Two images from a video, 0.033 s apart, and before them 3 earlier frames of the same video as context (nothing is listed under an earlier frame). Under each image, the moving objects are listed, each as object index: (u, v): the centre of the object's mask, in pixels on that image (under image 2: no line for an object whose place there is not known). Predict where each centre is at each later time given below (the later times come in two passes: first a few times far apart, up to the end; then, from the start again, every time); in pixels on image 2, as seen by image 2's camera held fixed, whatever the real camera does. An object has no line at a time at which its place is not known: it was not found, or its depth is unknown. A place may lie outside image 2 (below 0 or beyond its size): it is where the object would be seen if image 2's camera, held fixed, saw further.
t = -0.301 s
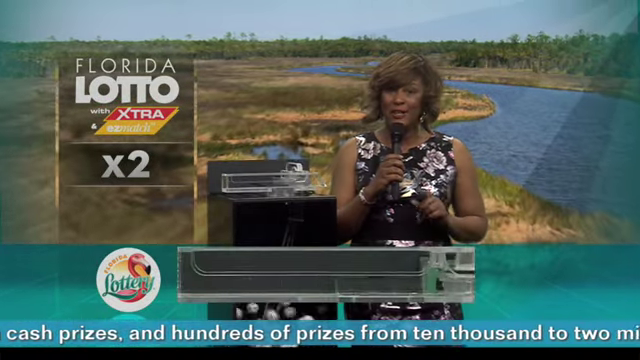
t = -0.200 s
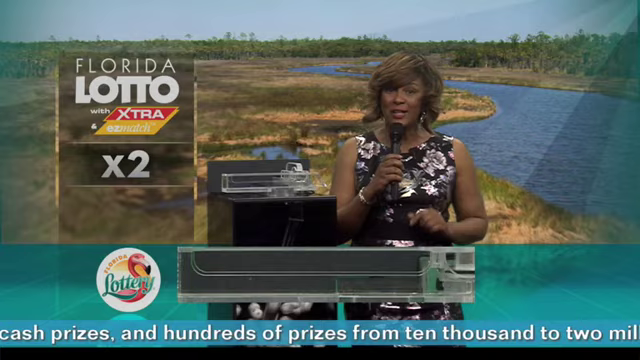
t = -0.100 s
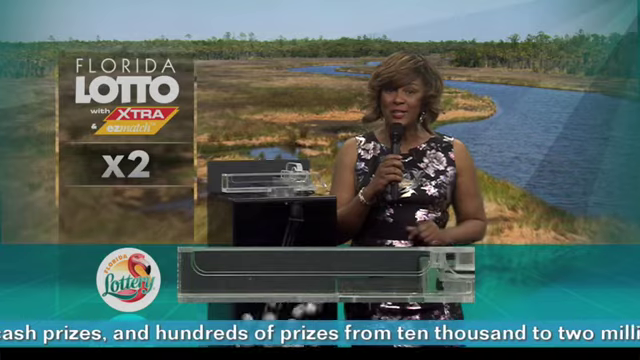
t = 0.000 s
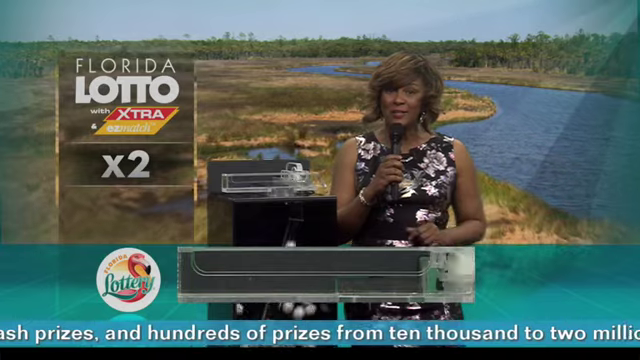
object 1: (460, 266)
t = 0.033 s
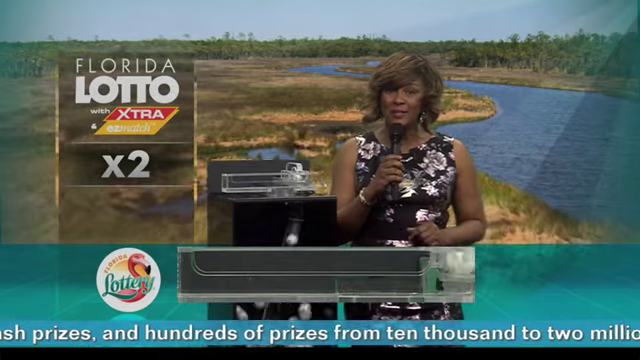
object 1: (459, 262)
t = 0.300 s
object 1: (459, 272)
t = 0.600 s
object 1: (345, 272)
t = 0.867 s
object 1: (258, 272)
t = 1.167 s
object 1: (222, 271)
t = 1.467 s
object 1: (217, 272)
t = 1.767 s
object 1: (201, 273)
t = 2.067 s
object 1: (211, 273)
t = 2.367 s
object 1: (208, 273)
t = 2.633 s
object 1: (205, 273)
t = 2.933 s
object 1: (203, 272)
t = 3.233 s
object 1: (203, 273)
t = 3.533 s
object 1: (200, 273)
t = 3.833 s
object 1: (200, 273)
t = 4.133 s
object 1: (200, 273)
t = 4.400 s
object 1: (200, 273)
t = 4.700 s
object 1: (204, 273)
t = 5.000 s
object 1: (201, 273)
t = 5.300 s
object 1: (200, 273)
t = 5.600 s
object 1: (200, 273)
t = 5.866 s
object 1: (200, 273)
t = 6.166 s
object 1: (200, 273)
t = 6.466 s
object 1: (200, 273)
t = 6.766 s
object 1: (202, 273)
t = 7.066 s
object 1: (200, 273)
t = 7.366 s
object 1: (200, 273)
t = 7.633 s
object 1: (200, 273)
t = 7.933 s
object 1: (200, 273)
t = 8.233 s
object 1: (200, 273)
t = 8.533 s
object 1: (200, 273)
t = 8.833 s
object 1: (201, 273)
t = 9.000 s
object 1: (200, 273)
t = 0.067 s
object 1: (459, 263)
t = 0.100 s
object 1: (461, 262)
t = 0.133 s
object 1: (459, 263)
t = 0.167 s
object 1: (459, 264)
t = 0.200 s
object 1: (459, 267)
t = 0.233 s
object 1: (460, 271)
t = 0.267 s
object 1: (458, 268)
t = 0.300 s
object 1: (459, 272)
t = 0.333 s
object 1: (457, 270)
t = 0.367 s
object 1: (454, 272)
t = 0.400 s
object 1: (448, 274)
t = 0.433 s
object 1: (439, 274)
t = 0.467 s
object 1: (428, 273)
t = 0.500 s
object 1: (412, 273)
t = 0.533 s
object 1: (394, 273)
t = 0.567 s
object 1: (371, 273)
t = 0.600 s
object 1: (345, 272)
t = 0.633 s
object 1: (317, 271)
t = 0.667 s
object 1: (286, 271)
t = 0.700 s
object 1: (254, 272)
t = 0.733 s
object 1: (223, 272)
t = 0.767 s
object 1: (205, 271)
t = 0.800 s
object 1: (228, 271)
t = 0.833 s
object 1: (247, 272)
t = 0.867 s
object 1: (258, 272)
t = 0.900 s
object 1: (264, 272)
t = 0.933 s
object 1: (264, 272)
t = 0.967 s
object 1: (261, 271)
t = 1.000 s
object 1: (257, 271)
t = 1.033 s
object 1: (252, 271)
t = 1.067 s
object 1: (246, 271)
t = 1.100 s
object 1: (238, 272)
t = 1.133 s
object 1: (230, 272)
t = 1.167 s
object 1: (222, 271)
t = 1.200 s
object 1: (212, 271)
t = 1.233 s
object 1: (203, 272)
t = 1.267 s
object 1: (204, 271)
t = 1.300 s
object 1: (211, 271)
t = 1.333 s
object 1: (215, 272)
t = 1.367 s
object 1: (218, 271)
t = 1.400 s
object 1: (218, 271)
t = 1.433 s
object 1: (218, 272)
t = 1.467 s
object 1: (217, 272)
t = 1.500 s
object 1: (215, 272)
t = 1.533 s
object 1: (213, 271)
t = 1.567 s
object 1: (212, 272)
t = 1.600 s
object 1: (211, 272)
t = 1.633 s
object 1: (209, 273)
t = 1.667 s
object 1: (206, 273)
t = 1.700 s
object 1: (205, 273)
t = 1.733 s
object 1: (203, 273)
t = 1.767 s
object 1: (201, 273)
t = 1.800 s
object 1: (200, 273)
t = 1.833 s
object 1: (201, 273)
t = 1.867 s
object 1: (201, 273)
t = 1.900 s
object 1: (202, 273)
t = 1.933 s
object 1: (204, 273)
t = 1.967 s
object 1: (206, 273)
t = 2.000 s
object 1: (208, 273)
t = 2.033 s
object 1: (209, 273)
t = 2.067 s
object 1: (211, 273)
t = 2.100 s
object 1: (212, 273)
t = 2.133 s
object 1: (212, 273)
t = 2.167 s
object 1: (212, 273)
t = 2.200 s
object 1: (212, 273)
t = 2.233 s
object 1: (212, 273)
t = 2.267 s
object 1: (211, 273)
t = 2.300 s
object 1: (210, 273)
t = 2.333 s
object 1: (209, 273)
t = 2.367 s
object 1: (208, 273)
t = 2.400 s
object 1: (207, 273)
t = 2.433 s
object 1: (206, 273)
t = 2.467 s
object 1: (205, 273)
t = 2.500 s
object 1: (205, 273)
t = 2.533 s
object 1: (205, 273)
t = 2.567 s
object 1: (205, 273)
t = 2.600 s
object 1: (205, 273)
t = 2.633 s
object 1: (205, 273)
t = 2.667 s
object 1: (206, 273)
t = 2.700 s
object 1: (206, 273)
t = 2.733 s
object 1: (207, 273)
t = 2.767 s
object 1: (208, 273)
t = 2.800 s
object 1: (208, 273)
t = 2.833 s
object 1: (209, 273)
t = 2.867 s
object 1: (209, 273)
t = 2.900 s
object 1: (210, 273)
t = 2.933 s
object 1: (203, 272)
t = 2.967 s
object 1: (208, 273)
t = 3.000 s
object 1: (207, 273)
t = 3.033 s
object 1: (207, 273)
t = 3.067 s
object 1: (207, 273)
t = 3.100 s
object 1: (207, 273)
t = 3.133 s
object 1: (207, 273)
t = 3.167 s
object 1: (206, 273)
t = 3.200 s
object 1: (206, 273)
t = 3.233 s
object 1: (203, 273)
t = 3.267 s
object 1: (203, 273)
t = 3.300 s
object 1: (202, 273)
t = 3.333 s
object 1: (201, 273)
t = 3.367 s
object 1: (200, 273)
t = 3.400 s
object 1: (201, 273)
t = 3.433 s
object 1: (201, 273)
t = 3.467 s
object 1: (201, 273)
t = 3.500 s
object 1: (201, 273)
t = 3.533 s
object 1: (200, 273)
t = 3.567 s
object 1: (200, 272)
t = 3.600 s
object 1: (200, 272)
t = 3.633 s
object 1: (201, 271)
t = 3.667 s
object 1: (201, 272)
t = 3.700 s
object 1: (201, 272)
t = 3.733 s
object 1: (201, 273)
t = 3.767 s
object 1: (201, 273)
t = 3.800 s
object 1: (200, 273)
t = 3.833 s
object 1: (200, 273)
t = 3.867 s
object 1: (200, 273)
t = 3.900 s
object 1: (200, 273)
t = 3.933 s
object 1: (200, 273)
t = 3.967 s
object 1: (200, 273)
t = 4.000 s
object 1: (200, 273)
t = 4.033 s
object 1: (200, 273)
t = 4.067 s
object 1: (200, 273)
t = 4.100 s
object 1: (200, 273)
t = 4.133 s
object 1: (200, 273)
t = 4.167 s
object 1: (200, 273)
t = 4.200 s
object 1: (200, 273)
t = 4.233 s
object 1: (200, 273)
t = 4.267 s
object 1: (200, 273)
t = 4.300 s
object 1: (200, 273)
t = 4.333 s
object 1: (200, 273)
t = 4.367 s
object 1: (200, 273)
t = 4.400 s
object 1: (200, 273)
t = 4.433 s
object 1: (200, 273)
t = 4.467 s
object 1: (200, 273)
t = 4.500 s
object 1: (200, 273)
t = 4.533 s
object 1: (200, 273)
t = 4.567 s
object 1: (201, 273)
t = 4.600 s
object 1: (201, 273)
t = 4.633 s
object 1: (202, 273)
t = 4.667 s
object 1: (203, 273)
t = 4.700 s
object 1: (204, 273)
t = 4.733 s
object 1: (206, 273)
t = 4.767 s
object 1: (208, 273)
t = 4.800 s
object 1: (209, 273)
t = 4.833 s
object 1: (205, 273)
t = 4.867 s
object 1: (202, 273)
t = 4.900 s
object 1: (206, 273)
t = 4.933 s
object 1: (204, 273)
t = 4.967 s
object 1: (201, 273)
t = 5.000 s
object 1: (201, 273)
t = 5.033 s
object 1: (201, 273)
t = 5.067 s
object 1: (200, 273)
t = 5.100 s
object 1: (200, 273)
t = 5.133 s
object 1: (200, 273)
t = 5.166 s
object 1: (200, 273)
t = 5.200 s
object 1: (200, 273)
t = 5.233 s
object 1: (200, 273)
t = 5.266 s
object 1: (200, 273)
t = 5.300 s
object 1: (200, 273)
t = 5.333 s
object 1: (200, 273)
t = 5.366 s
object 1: (200, 273)
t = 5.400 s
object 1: (200, 273)
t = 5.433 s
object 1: (200, 273)
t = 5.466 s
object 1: (200, 273)
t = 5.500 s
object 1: (200, 273)
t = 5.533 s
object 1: (200, 273)
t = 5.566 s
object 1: (200, 273)
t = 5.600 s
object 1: (200, 273)
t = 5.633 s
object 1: (200, 273)
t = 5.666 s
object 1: (200, 273)
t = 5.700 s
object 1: (200, 273)
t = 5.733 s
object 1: (200, 273)
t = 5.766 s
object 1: (200, 273)
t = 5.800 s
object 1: (200, 273)
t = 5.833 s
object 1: (200, 273)
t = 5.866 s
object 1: (200, 273)
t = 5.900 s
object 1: (200, 273)
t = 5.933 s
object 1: (200, 273)
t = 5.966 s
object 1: (200, 273)
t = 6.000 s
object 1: (200, 273)
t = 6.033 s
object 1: (200, 273)
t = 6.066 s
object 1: (200, 273)
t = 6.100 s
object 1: (200, 273)
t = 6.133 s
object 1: (200, 273)
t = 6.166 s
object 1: (200, 273)
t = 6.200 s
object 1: (200, 273)
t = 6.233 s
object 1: (200, 273)
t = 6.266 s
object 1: (200, 273)
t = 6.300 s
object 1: (200, 273)
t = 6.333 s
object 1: (200, 273)
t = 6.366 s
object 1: (200, 273)
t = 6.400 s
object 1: (200, 273)
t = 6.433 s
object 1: (200, 273)
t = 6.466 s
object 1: (200, 273)
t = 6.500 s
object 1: (200, 273)
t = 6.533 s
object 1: (200, 273)
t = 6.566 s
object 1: (200, 273)
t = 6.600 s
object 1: (200, 273)
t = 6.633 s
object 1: (200, 273)
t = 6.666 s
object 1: (200, 273)
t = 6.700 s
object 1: (200, 273)
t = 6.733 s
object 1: (200, 273)
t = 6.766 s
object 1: (202, 273)
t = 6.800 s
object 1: (203, 273)
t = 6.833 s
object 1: (204, 273)
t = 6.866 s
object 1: (206, 273)
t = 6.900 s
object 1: (207, 273)
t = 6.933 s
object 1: (205, 273)
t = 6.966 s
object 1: (201, 273)
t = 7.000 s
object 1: (202, 273)
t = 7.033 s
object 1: (201, 273)
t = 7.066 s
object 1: (200, 273)
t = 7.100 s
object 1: (200, 273)
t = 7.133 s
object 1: (200, 273)
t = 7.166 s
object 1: (200, 273)
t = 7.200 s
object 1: (200, 273)
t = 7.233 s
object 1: (200, 273)
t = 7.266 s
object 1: (200, 273)
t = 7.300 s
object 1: (200, 273)
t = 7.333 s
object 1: (200, 273)
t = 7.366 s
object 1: (200, 273)
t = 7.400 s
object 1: (200, 273)
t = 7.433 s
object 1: (200, 273)
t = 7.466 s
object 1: (200, 273)
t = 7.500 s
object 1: (200, 273)
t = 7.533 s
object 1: (200, 273)
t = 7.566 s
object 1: (200, 272)
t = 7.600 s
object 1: (200, 273)
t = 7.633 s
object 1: (200, 273)
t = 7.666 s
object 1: (200, 273)
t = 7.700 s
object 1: (200, 273)
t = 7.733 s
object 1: (200, 273)
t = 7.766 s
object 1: (200, 273)
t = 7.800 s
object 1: (200, 273)
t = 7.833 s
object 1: (200, 273)
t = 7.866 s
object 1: (200, 273)
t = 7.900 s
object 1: (200, 273)
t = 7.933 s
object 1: (200, 273)
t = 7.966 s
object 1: (200, 273)
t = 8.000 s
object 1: (200, 273)
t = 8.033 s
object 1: (200, 273)
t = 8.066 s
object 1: (200, 273)
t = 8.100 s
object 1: (200, 273)
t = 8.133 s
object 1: (200, 273)
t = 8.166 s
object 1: (200, 273)
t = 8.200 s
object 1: (200, 273)
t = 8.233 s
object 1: (200, 273)
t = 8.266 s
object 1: (200, 273)
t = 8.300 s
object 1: (200, 273)
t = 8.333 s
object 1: (200, 273)
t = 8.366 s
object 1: (200, 273)
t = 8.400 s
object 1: (200, 273)
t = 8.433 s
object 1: (200, 273)
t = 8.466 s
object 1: (200, 273)
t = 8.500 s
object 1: (200, 273)
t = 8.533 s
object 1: (200, 273)
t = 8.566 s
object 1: (200, 273)
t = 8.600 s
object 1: (200, 273)
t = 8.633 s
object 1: (201, 273)
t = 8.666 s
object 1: (203, 273)
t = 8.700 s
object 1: (204, 273)
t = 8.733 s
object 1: (204, 273)
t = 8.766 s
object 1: (203, 273)
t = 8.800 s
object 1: (202, 273)
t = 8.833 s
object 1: (201, 273)
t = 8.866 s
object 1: (201, 273)
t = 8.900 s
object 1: (200, 273)
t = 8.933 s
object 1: (200, 273)
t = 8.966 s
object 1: (200, 273)
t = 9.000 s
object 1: (200, 273)
